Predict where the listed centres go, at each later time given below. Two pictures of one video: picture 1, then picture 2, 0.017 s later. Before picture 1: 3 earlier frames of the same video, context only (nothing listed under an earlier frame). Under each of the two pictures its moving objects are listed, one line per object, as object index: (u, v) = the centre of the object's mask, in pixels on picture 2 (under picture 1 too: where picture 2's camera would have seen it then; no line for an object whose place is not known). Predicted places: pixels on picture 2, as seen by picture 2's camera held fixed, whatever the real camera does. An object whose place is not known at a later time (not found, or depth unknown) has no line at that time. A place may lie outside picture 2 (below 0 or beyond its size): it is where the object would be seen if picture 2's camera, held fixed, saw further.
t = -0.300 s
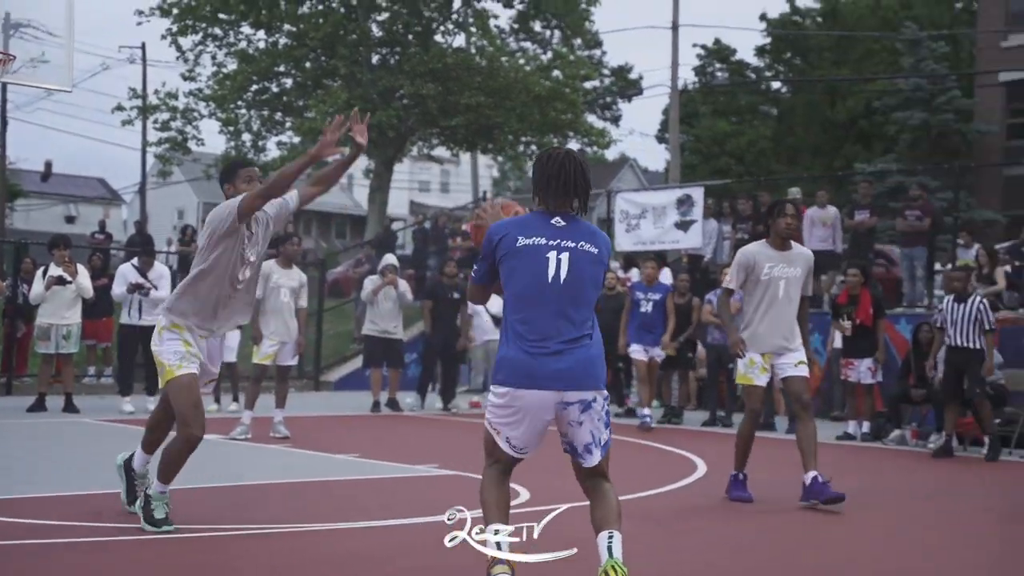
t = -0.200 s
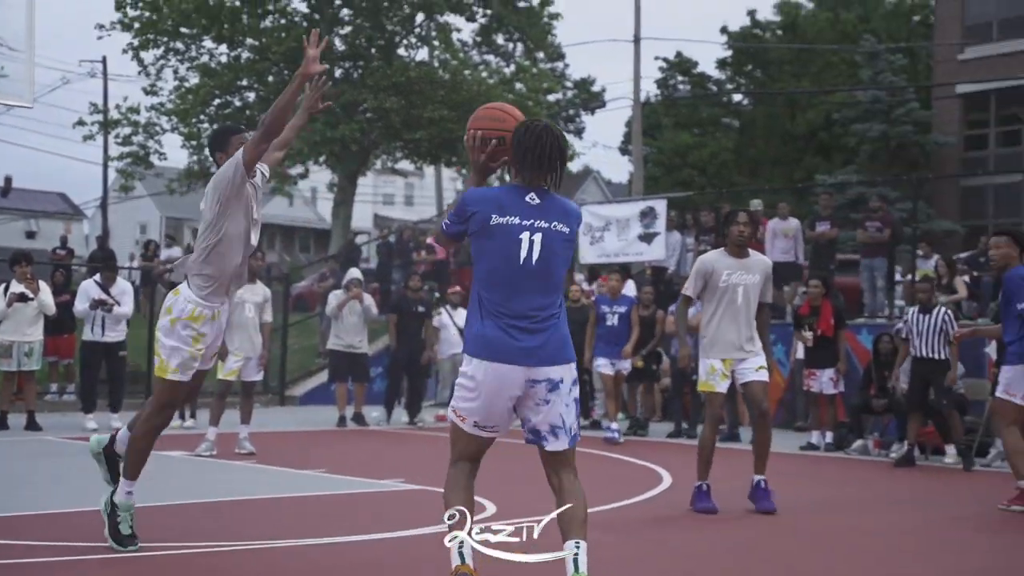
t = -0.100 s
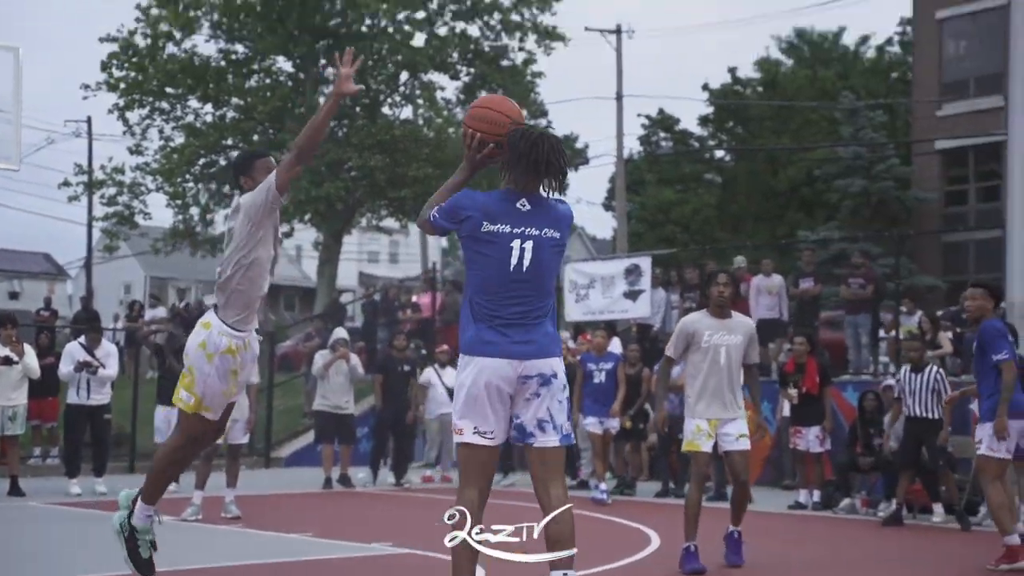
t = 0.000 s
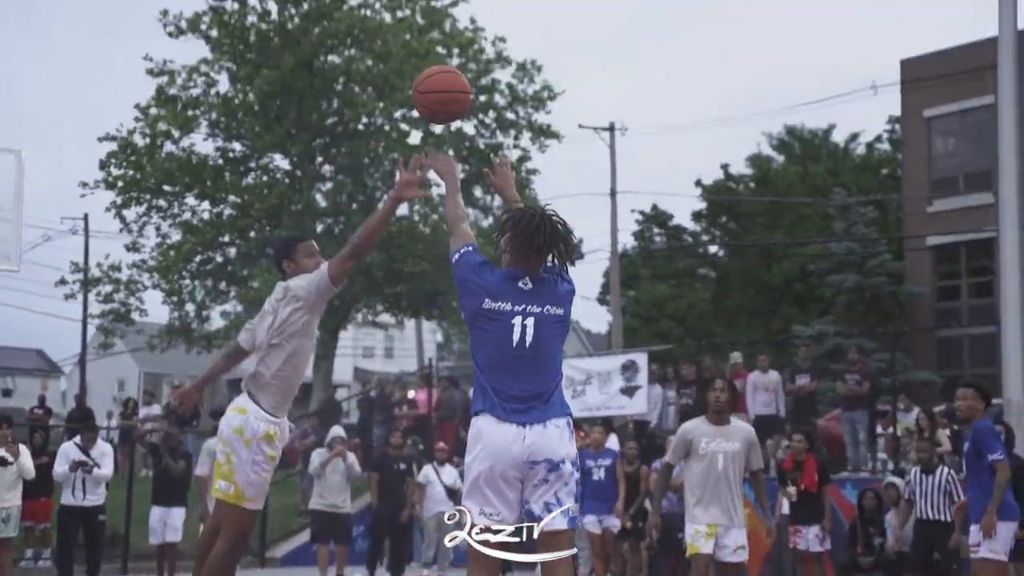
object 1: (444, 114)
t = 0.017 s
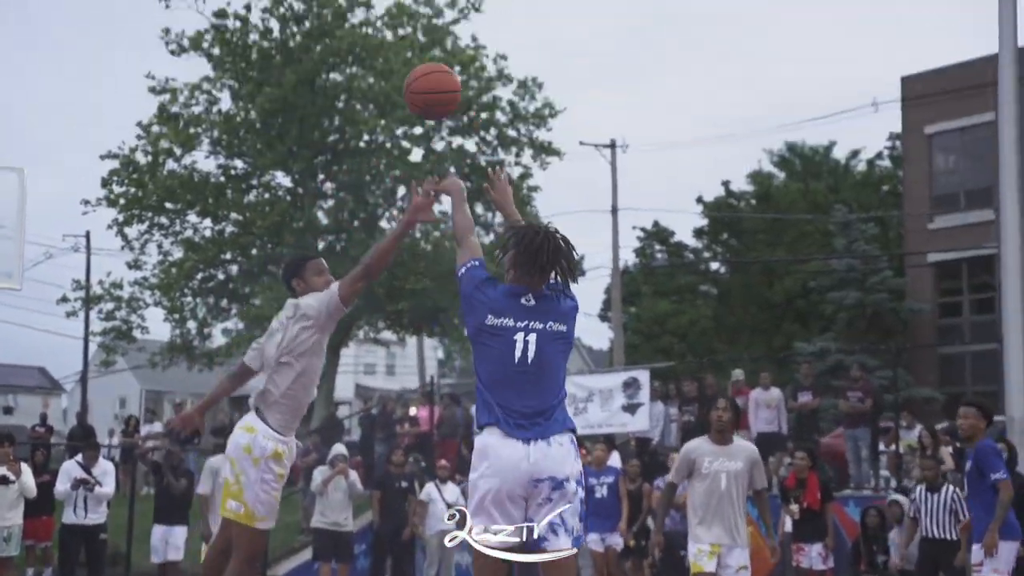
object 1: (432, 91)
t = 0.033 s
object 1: (421, 70)
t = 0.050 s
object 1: (411, 51)
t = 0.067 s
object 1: (400, 32)
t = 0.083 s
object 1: (390, 15)
